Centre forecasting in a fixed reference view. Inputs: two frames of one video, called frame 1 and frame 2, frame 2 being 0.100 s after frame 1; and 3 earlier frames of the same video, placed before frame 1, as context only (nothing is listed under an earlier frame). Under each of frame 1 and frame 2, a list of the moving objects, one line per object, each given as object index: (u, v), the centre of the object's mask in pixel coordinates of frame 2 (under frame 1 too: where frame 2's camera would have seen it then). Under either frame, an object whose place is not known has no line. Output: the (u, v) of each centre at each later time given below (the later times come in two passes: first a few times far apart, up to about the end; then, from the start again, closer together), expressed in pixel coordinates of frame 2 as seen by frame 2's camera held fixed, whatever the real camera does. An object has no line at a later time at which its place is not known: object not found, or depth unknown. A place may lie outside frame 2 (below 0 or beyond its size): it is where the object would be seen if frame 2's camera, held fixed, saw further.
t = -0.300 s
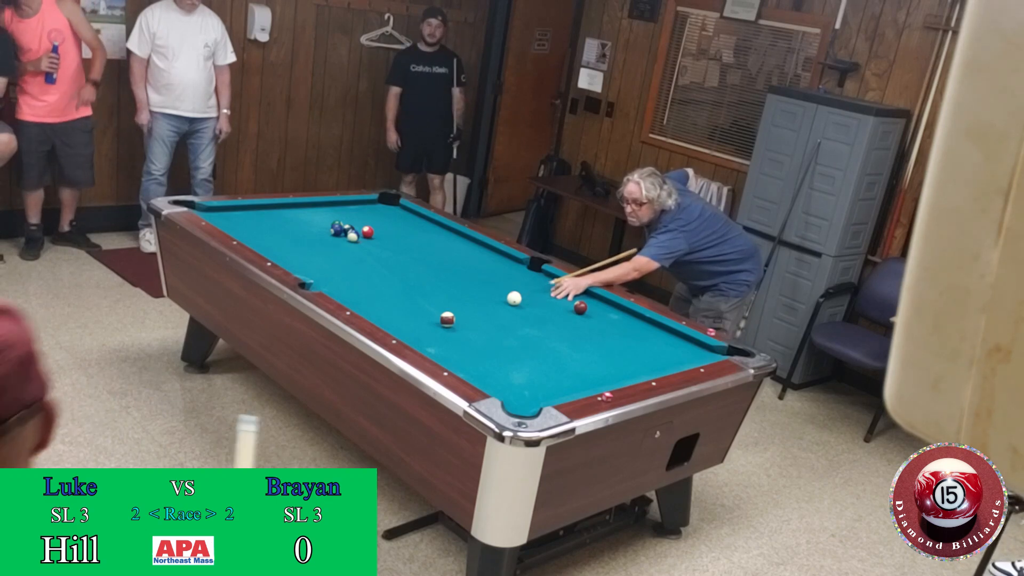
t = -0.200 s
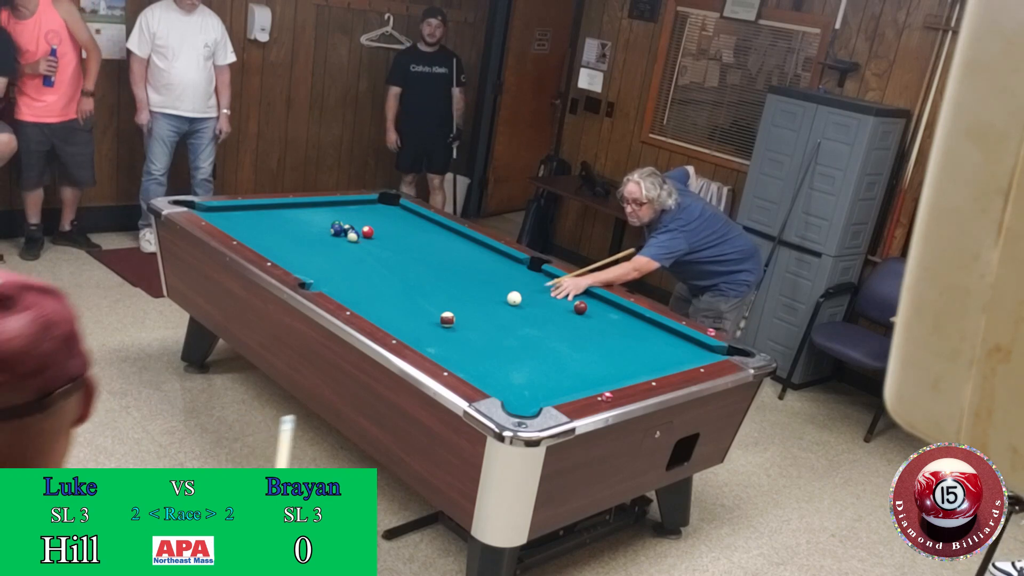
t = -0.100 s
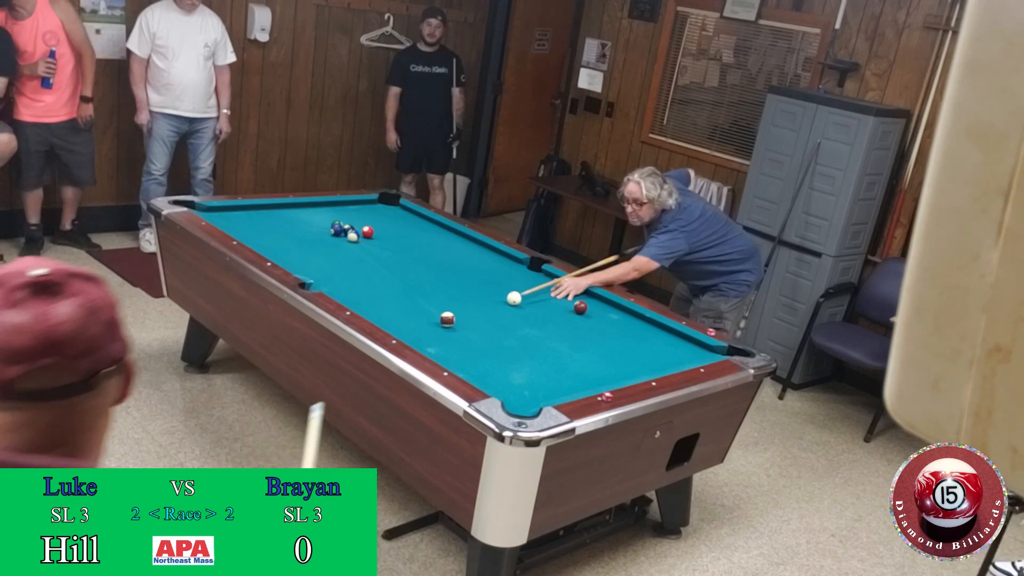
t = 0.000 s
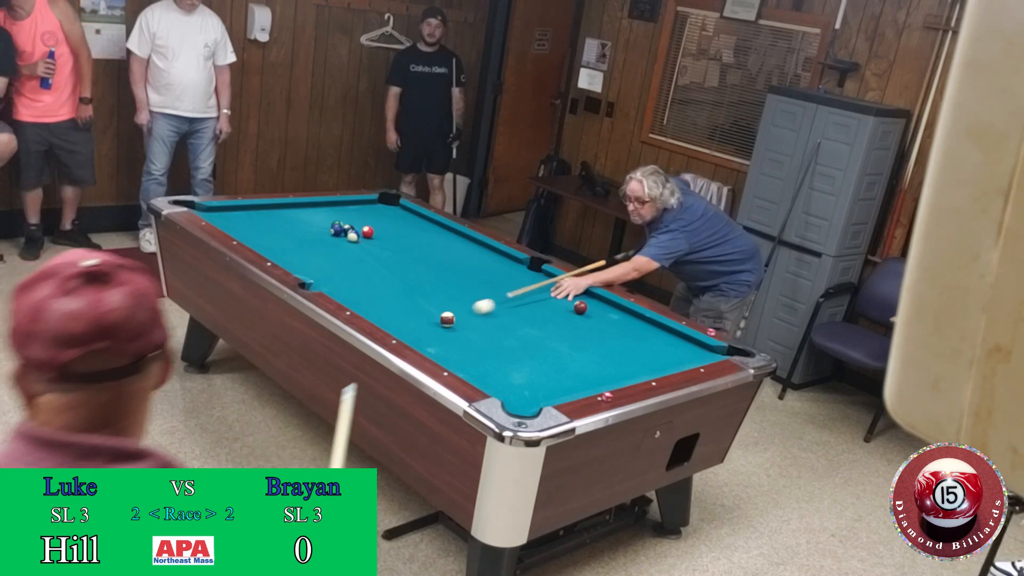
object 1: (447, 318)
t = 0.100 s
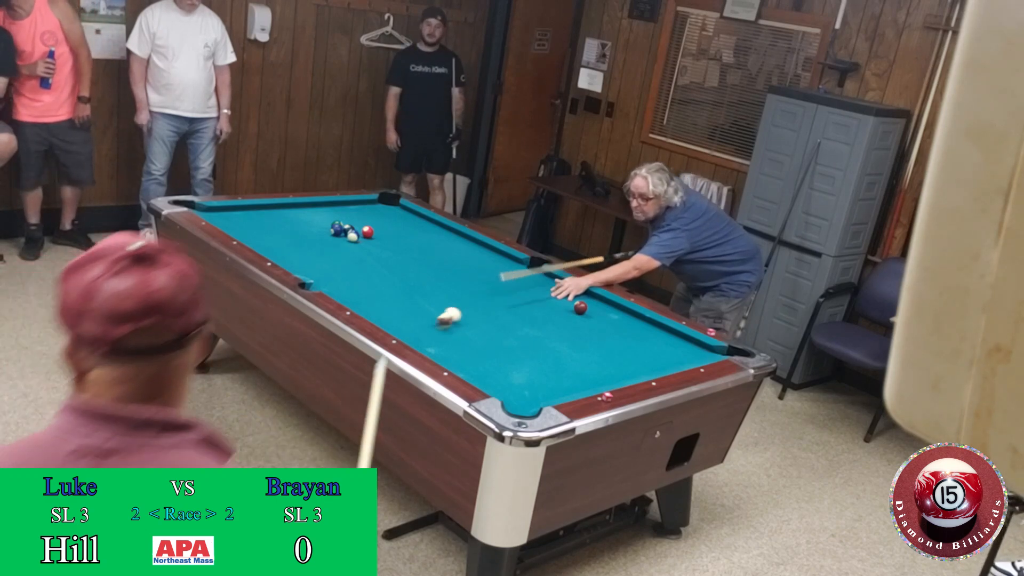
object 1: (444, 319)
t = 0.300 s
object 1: (423, 340)
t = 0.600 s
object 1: (485, 342)
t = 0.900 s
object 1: (543, 343)
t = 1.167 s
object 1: (589, 344)
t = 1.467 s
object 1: (637, 345)
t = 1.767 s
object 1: (681, 346)
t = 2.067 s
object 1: (703, 350)
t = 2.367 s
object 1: (697, 356)
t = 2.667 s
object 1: (684, 358)
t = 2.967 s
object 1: (671, 360)
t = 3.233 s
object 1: (660, 360)
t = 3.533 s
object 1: (651, 361)
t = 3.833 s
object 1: (642, 361)
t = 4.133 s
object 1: (636, 362)
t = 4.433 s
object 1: (633, 363)
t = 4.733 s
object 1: (632, 362)
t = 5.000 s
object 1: (632, 362)
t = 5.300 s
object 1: (632, 362)
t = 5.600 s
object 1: (632, 362)
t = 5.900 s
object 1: (632, 362)
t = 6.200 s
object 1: (632, 362)
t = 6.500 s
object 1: (632, 362)
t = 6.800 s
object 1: (632, 362)
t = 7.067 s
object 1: (632, 362)
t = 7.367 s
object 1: (632, 362)
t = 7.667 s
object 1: (632, 362)
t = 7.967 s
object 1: (632, 362)
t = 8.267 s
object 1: (632, 362)
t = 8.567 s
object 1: (632, 362)
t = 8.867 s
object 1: (632, 362)
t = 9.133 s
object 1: (632, 362)
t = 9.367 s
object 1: (632, 362)
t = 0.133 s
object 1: (437, 323)
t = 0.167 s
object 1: (432, 328)
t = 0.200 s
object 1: (426, 332)
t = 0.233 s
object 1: (420, 336)
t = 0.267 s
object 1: (417, 338)
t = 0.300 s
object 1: (423, 340)
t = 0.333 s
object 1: (430, 341)
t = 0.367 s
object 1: (437, 341)
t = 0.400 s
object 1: (444, 341)
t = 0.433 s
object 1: (451, 340)
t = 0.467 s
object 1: (459, 341)
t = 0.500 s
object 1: (466, 342)
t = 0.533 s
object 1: (472, 341)
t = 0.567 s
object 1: (478, 342)
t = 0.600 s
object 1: (485, 342)
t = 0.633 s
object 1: (492, 341)
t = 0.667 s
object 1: (499, 342)
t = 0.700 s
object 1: (505, 343)
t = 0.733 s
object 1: (511, 342)
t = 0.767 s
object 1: (517, 342)
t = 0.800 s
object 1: (523, 342)
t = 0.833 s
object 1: (529, 342)
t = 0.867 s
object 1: (537, 342)
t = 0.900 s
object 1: (543, 343)
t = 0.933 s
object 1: (548, 343)
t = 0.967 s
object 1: (554, 343)
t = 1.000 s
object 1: (560, 343)
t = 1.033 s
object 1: (565, 343)
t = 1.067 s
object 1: (571, 343)
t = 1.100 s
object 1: (578, 343)
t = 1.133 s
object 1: (584, 344)
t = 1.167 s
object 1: (589, 344)
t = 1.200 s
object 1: (594, 343)
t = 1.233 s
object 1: (600, 344)
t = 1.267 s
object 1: (605, 344)
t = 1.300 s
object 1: (611, 343)
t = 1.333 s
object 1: (617, 344)
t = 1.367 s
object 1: (622, 344)
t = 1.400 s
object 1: (627, 345)
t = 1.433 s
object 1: (632, 345)
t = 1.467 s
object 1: (637, 345)
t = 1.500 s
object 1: (642, 345)
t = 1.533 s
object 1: (647, 345)
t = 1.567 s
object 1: (652, 344)
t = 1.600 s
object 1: (658, 345)
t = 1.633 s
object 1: (663, 346)
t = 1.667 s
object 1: (667, 345)
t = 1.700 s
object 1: (672, 345)
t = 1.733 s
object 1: (677, 345)
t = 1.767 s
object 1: (681, 346)
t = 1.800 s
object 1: (686, 345)
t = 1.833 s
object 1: (691, 345)
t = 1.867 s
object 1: (696, 346)
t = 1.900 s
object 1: (701, 346)
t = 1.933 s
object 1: (704, 347)
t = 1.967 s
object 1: (704, 347)
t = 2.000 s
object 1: (703, 348)
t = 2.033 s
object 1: (703, 349)
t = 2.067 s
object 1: (703, 350)
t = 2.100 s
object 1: (702, 350)
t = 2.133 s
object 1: (702, 351)
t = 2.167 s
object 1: (701, 351)
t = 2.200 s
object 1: (700, 352)
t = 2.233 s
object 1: (700, 353)
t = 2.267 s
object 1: (699, 354)
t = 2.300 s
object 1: (698, 355)
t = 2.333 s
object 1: (698, 355)
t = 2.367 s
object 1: (697, 356)
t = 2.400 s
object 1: (696, 356)
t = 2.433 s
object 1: (695, 356)
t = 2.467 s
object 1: (693, 357)
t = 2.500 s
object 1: (691, 357)
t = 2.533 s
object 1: (690, 358)
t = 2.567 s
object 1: (688, 358)
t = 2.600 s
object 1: (687, 358)
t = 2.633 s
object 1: (686, 358)
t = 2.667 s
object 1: (684, 358)
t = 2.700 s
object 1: (682, 358)
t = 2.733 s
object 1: (680, 358)
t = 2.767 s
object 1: (679, 359)
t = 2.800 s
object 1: (677, 359)
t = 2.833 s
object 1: (676, 359)
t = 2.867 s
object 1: (674, 360)
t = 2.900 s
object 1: (673, 360)
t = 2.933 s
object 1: (672, 360)
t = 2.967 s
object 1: (671, 360)
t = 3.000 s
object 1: (669, 360)
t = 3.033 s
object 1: (668, 360)
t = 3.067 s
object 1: (667, 360)
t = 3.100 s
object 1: (665, 360)
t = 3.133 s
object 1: (664, 360)
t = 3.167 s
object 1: (663, 360)
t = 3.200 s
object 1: (662, 360)
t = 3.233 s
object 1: (660, 360)
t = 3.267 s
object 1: (659, 360)
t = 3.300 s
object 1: (658, 360)
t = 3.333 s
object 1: (657, 360)
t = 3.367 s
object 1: (656, 361)
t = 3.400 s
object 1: (654, 361)
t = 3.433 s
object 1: (653, 361)
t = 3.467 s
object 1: (652, 361)
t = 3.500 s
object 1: (652, 361)
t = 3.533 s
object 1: (651, 361)
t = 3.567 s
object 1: (650, 361)
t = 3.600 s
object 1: (649, 361)
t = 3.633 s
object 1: (648, 361)
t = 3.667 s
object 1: (647, 361)
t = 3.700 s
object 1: (646, 361)
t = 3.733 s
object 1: (645, 361)
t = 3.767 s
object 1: (644, 361)
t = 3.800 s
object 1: (643, 361)
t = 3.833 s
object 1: (642, 361)
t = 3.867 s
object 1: (641, 361)
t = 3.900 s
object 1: (641, 361)
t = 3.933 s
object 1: (640, 361)
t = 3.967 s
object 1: (639, 362)
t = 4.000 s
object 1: (638, 362)
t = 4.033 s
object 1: (638, 362)
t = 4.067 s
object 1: (637, 362)
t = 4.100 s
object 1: (636, 362)
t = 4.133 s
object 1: (636, 362)
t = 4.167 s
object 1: (635, 362)
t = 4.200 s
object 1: (635, 362)
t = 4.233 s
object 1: (635, 362)
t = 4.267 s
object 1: (634, 362)
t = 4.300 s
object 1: (634, 362)
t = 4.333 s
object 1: (633, 362)
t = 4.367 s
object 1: (633, 363)
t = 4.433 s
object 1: (633, 363)
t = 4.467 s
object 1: (633, 363)
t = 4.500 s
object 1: (632, 363)
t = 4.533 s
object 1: (632, 363)
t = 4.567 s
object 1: (632, 363)
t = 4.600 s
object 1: (632, 363)
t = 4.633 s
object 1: (632, 363)
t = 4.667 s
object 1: (632, 362)
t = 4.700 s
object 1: (632, 362)
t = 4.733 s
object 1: (632, 362)
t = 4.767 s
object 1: (632, 362)
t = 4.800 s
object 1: (632, 362)
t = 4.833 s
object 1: (632, 362)
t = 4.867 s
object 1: (632, 362)
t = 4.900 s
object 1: (632, 362)
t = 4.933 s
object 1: (632, 362)
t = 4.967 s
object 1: (632, 362)
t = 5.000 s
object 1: (632, 362)
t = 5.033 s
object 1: (632, 362)
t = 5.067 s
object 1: (632, 362)
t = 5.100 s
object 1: (632, 362)
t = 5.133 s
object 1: (632, 362)
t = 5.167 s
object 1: (632, 362)
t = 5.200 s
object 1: (632, 362)
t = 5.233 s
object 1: (632, 362)
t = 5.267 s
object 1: (632, 362)
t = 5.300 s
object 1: (632, 362)
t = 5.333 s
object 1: (632, 362)
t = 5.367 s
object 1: (632, 362)
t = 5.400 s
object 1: (632, 362)
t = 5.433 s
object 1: (632, 362)
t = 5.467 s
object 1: (632, 362)
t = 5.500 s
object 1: (632, 362)
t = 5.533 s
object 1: (632, 362)
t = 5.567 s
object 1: (632, 362)
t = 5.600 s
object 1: (632, 362)
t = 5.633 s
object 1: (632, 362)
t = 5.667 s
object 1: (632, 362)
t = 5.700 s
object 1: (632, 362)
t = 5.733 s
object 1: (632, 362)
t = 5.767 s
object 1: (632, 362)
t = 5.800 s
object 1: (632, 362)
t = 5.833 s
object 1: (632, 362)
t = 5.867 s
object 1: (632, 362)
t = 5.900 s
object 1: (632, 362)
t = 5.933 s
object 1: (632, 362)
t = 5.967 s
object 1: (632, 362)
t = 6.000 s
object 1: (632, 362)
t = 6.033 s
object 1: (632, 362)
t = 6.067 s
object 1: (632, 362)
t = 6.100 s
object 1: (632, 362)
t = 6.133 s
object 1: (632, 362)
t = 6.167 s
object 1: (632, 362)
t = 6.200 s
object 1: (632, 362)
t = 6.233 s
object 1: (632, 362)
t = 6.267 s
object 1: (632, 362)
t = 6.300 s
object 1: (632, 362)
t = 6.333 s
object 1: (632, 362)
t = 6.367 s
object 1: (632, 362)
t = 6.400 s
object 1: (632, 362)
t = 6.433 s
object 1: (632, 362)
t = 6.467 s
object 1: (632, 362)
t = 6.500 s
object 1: (632, 362)
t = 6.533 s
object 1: (632, 362)
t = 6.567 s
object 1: (632, 362)
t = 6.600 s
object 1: (632, 362)
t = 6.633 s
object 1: (632, 362)
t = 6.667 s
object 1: (632, 362)
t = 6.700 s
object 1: (632, 362)
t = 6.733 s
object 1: (632, 362)
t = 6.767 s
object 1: (632, 362)
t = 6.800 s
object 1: (632, 362)
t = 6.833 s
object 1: (632, 362)
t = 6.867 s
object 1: (632, 362)
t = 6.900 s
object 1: (632, 362)
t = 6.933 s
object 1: (632, 362)
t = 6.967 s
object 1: (632, 362)
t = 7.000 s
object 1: (632, 362)
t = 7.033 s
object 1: (632, 362)
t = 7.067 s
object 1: (632, 362)
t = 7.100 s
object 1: (632, 362)
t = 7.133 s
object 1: (632, 362)
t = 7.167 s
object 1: (632, 362)
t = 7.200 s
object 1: (632, 362)
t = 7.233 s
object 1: (632, 362)
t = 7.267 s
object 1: (632, 362)
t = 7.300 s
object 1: (632, 362)
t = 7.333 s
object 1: (632, 362)
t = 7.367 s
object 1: (632, 362)
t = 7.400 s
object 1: (632, 362)
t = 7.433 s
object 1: (632, 362)
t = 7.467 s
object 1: (632, 362)
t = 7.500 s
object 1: (632, 362)
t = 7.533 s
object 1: (632, 362)
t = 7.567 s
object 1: (632, 362)
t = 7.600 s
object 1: (632, 362)
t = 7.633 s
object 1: (632, 362)
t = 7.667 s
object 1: (632, 362)
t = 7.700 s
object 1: (632, 362)
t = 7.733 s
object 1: (632, 362)
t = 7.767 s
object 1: (632, 362)
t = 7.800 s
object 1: (632, 362)
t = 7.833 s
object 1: (632, 362)
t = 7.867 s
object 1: (632, 362)
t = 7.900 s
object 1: (632, 362)
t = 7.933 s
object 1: (632, 362)
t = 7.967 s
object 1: (632, 362)
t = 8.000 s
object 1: (632, 362)
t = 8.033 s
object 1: (632, 362)
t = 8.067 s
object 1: (632, 362)
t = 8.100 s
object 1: (632, 362)
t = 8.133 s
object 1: (632, 362)
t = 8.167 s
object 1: (632, 362)
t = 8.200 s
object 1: (632, 362)
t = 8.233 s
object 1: (632, 362)
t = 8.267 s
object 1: (632, 362)
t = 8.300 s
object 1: (632, 362)
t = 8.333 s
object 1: (632, 362)
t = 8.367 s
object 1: (632, 362)
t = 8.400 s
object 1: (632, 362)
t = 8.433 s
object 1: (632, 362)
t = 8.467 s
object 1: (632, 362)
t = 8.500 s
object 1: (632, 362)
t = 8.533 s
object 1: (632, 362)
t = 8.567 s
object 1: (632, 362)
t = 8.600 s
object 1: (632, 362)
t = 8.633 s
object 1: (632, 362)
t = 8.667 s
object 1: (632, 362)
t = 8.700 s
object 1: (632, 362)
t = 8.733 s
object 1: (632, 362)
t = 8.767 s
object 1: (632, 362)
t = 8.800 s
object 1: (632, 362)
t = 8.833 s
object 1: (632, 362)
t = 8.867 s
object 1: (632, 362)
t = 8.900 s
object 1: (632, 362)
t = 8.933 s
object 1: (632, 362)
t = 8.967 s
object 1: (632, 362)
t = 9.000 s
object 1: (632, 362)
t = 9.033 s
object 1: (632, 362)
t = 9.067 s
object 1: (632, 362)
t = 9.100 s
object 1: (632, 362)
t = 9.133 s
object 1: (632, 362)
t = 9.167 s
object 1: (632, 362)
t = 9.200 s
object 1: (632, 362)
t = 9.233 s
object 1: (632, 362)
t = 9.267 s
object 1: (632, 362)
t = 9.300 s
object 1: (632, 362)
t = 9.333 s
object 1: (632, 362)
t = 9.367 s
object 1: (632, 362)
